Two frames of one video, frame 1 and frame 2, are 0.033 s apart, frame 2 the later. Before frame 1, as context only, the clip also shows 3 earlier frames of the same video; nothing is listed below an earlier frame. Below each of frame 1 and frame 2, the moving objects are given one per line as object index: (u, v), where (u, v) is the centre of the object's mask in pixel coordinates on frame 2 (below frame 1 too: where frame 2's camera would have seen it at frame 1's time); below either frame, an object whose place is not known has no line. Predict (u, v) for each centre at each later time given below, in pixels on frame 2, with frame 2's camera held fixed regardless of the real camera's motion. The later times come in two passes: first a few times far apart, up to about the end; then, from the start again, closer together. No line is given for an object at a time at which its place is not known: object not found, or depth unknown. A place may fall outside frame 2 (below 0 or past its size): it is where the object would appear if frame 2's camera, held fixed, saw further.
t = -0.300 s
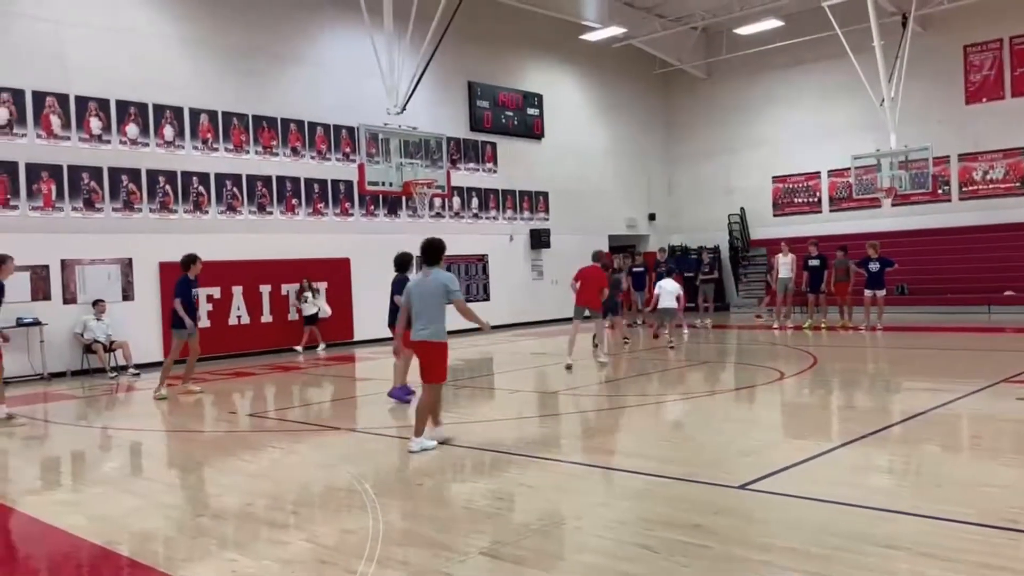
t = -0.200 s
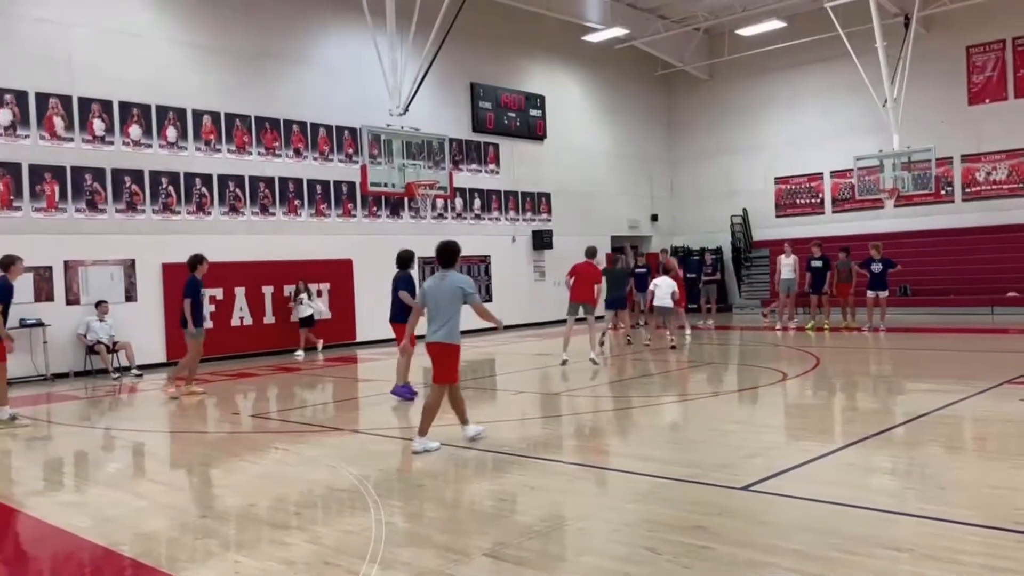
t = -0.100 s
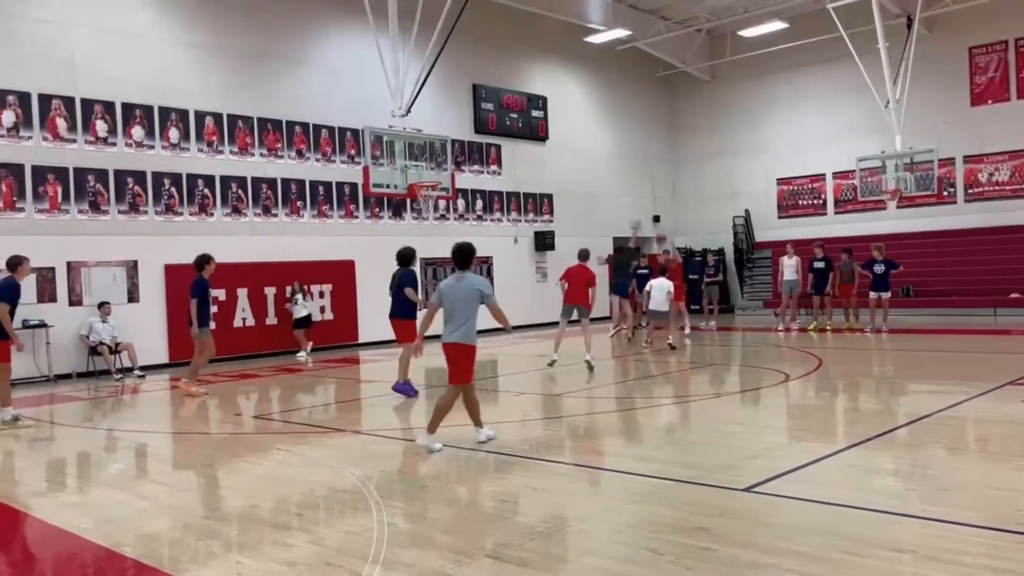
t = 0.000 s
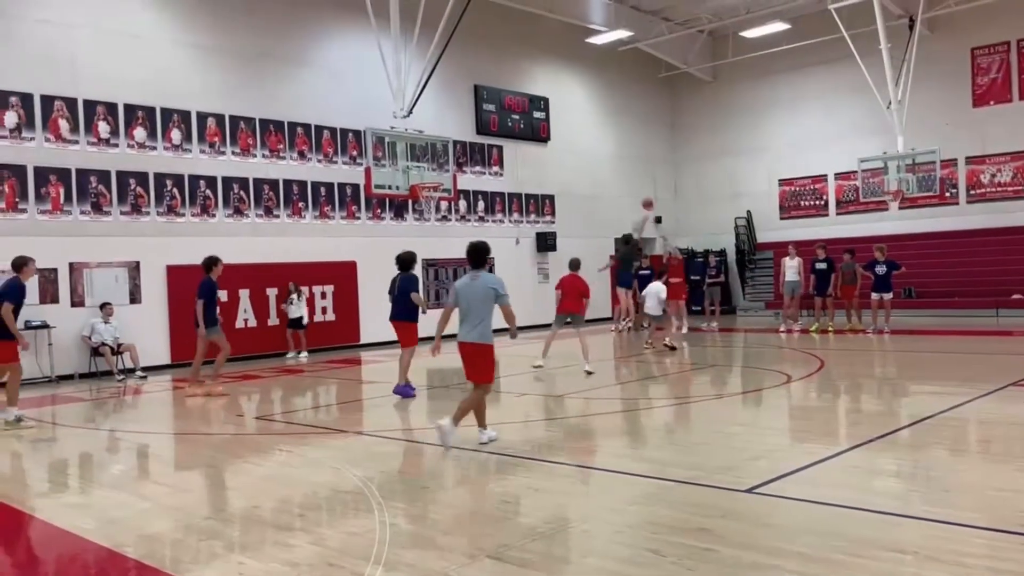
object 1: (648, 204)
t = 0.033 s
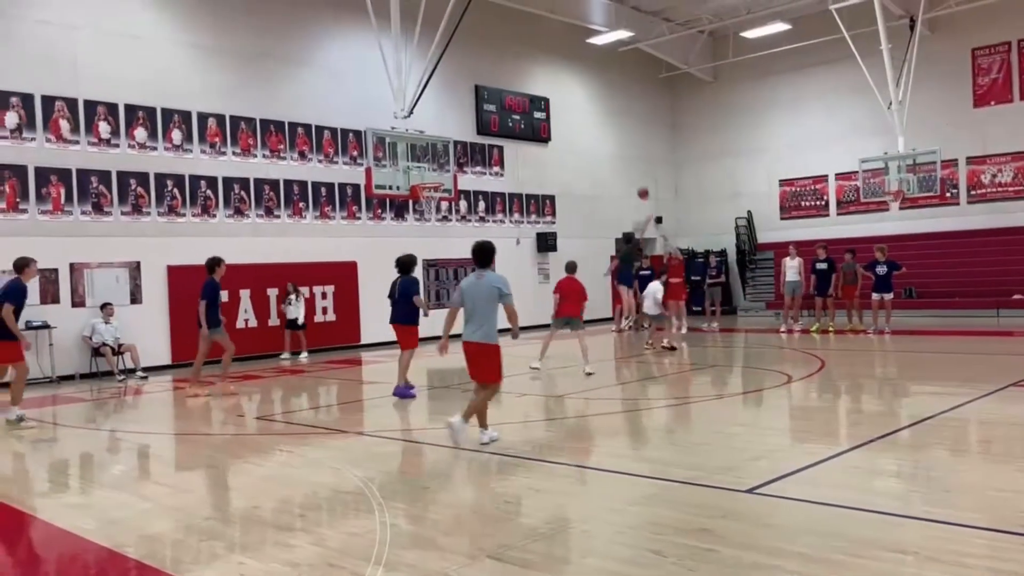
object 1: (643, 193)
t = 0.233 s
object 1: (613, 136)
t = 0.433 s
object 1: (582, 96)
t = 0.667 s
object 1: (546, 74)
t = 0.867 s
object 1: (514, 77)
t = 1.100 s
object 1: (475, 108)
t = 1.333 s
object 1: (439, 172)
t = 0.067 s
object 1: (638, 183)
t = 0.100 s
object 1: (633, 173)
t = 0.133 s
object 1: (628, 163)
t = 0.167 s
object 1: (623, 153)
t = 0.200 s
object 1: (618, 144)
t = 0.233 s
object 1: (613, 136)
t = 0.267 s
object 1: (608, 128)
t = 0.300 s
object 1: (603, 121)
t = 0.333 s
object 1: (598, 114)
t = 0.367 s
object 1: (593, 107)
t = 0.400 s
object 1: (588, 102)
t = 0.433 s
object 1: (582, 96)
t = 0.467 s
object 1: (577, 91)
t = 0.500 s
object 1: (572, 87)
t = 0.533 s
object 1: (567, 84)
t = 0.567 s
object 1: (562, 80)
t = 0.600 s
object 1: (556, 78)
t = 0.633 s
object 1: (551, 75)
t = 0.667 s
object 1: (546, 74)
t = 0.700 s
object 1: (540, 73)
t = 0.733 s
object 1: (535, 73)
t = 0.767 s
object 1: (530, 73)
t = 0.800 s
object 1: (525, 74)
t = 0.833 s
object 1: (519, 75)
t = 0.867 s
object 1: (514, 77)
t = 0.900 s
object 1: (509, 79)
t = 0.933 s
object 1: (503, 82)
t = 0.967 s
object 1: (498, 85)
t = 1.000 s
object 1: (494, 89)
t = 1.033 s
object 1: (486, 95)
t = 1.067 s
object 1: (481, 102)
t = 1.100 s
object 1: (475, 108)
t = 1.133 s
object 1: (470, 115)
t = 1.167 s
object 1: (465, 123)
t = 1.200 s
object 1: (460, 132)
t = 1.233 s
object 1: (455, 140)
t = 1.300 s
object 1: (443, 158)
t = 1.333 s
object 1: (439, 172)
